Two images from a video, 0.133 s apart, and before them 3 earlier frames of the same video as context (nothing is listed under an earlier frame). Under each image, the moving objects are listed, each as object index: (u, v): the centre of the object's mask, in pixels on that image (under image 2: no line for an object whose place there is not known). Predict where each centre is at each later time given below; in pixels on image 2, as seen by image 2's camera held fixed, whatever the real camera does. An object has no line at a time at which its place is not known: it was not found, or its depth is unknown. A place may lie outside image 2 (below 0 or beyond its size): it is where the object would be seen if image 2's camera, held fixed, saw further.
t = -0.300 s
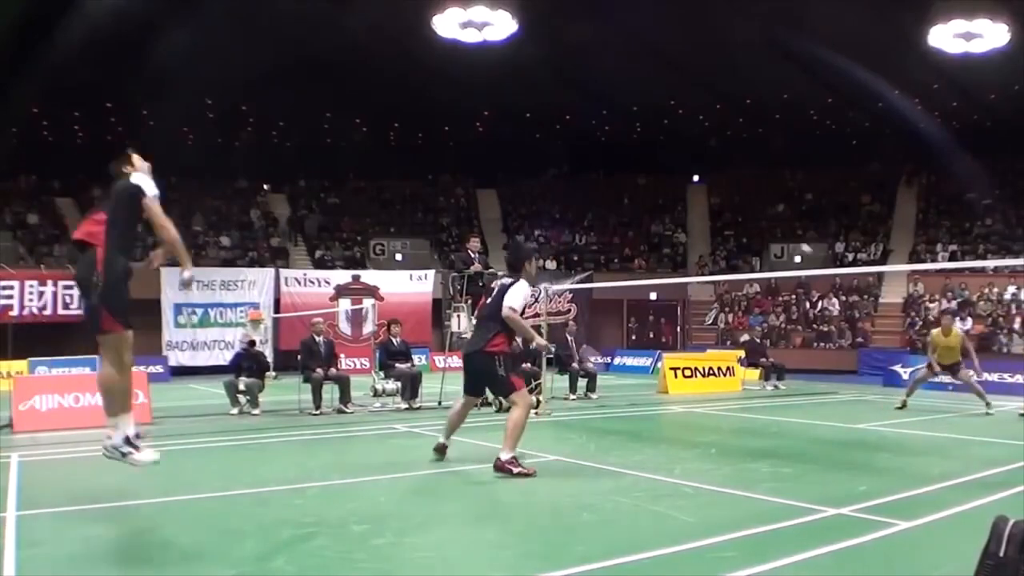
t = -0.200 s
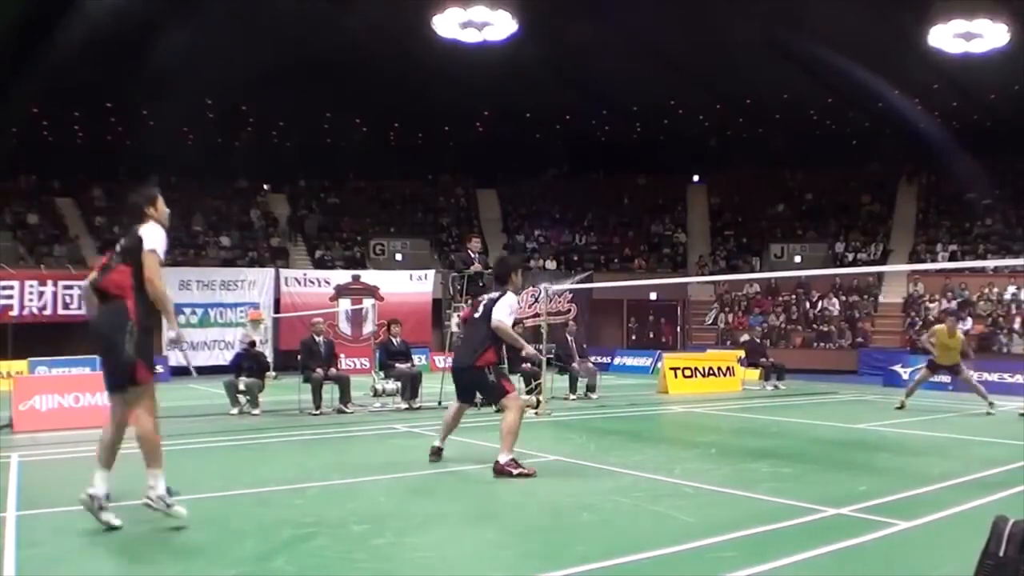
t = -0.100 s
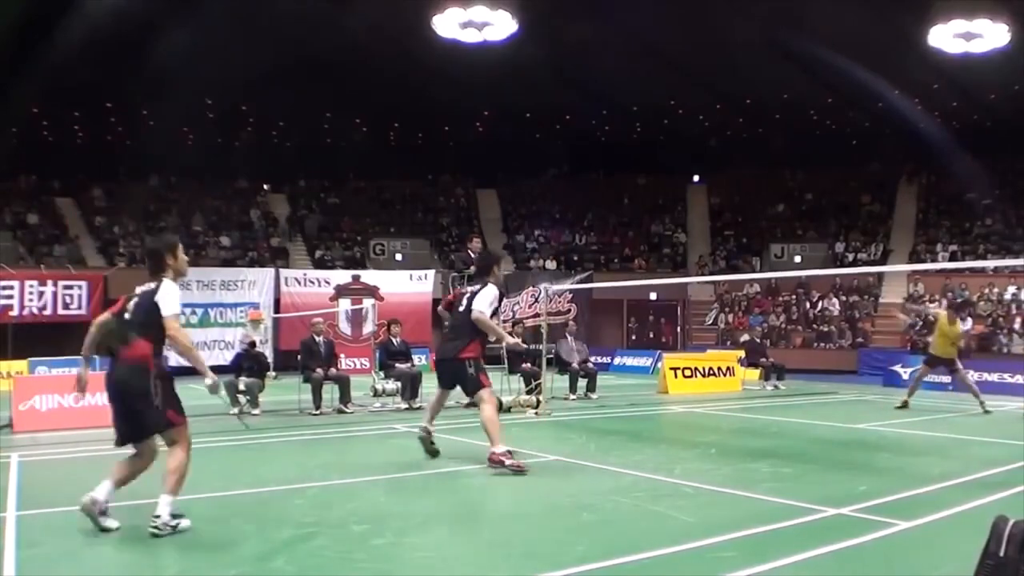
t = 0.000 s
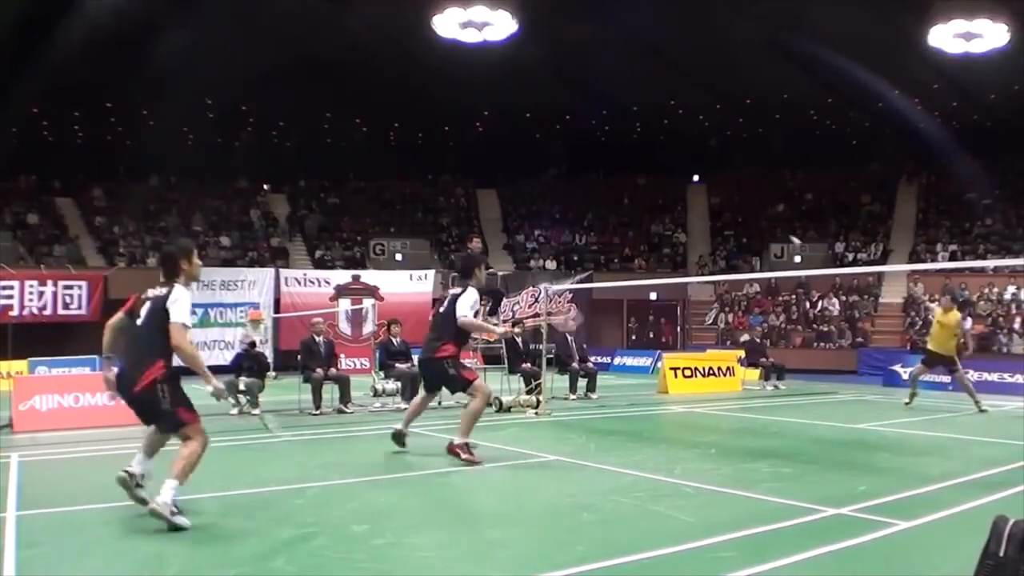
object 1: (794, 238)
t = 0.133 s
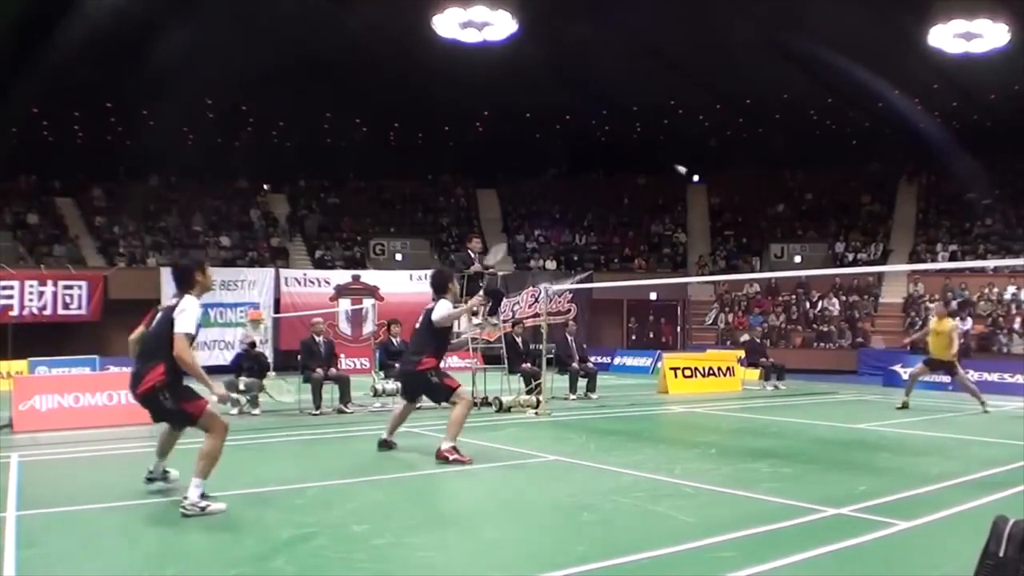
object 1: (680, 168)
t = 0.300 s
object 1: (559, 117)
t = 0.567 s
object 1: (400, 103)
